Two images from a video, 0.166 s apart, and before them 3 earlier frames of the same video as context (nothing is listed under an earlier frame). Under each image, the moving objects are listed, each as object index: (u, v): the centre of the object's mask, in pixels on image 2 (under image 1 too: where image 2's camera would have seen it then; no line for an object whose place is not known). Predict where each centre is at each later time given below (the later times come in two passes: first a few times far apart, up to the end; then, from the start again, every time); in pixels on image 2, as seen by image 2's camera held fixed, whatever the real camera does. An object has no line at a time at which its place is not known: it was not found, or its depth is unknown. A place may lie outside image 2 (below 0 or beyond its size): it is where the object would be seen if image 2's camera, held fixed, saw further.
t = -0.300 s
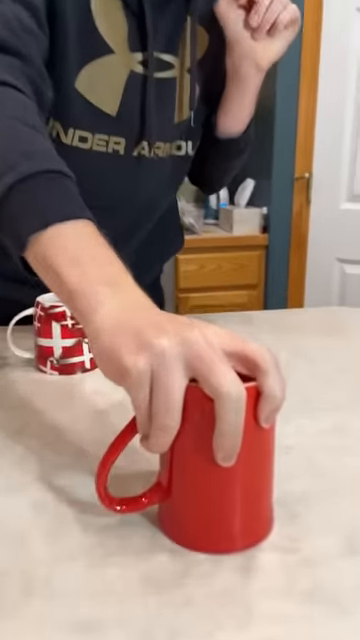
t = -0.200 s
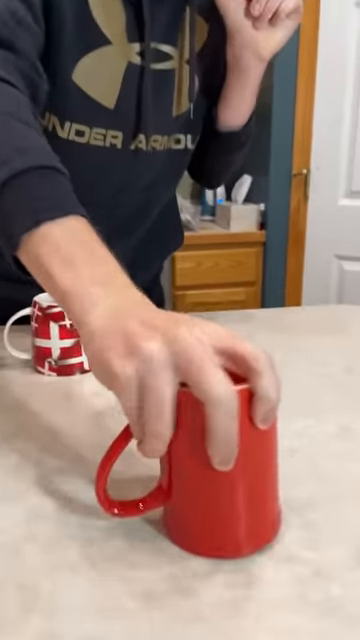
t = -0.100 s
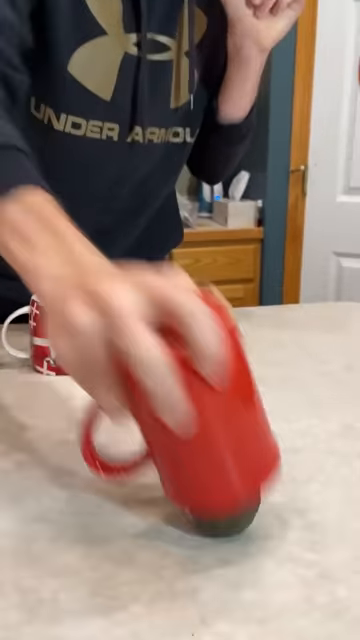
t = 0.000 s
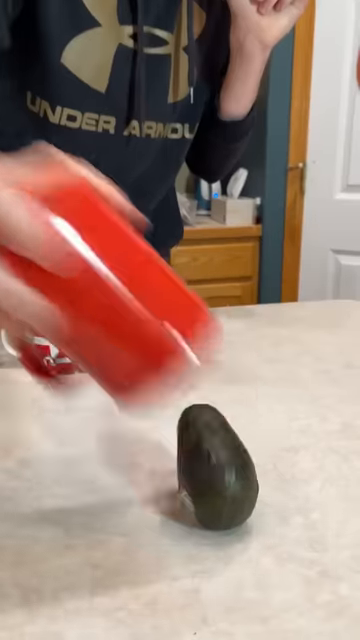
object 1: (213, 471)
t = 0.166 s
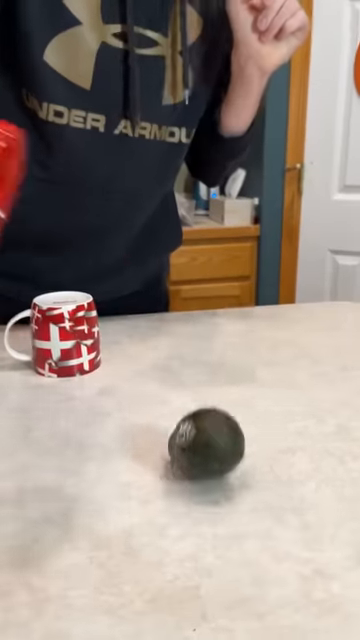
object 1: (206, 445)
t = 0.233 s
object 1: (208, 442)
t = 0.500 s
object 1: (230, 427)
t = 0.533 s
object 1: (231, 425)
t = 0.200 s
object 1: (206, 440)
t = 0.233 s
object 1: (208, 442)
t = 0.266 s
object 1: (212, 442)
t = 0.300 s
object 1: (217, 441)
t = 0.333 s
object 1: (222, 439)
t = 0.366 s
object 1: (227, 438)
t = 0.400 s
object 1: (229, 435)
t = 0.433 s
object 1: (230, 433)
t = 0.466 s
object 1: (230, 430)
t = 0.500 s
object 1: (230, 427)
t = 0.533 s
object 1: (231, 425)
